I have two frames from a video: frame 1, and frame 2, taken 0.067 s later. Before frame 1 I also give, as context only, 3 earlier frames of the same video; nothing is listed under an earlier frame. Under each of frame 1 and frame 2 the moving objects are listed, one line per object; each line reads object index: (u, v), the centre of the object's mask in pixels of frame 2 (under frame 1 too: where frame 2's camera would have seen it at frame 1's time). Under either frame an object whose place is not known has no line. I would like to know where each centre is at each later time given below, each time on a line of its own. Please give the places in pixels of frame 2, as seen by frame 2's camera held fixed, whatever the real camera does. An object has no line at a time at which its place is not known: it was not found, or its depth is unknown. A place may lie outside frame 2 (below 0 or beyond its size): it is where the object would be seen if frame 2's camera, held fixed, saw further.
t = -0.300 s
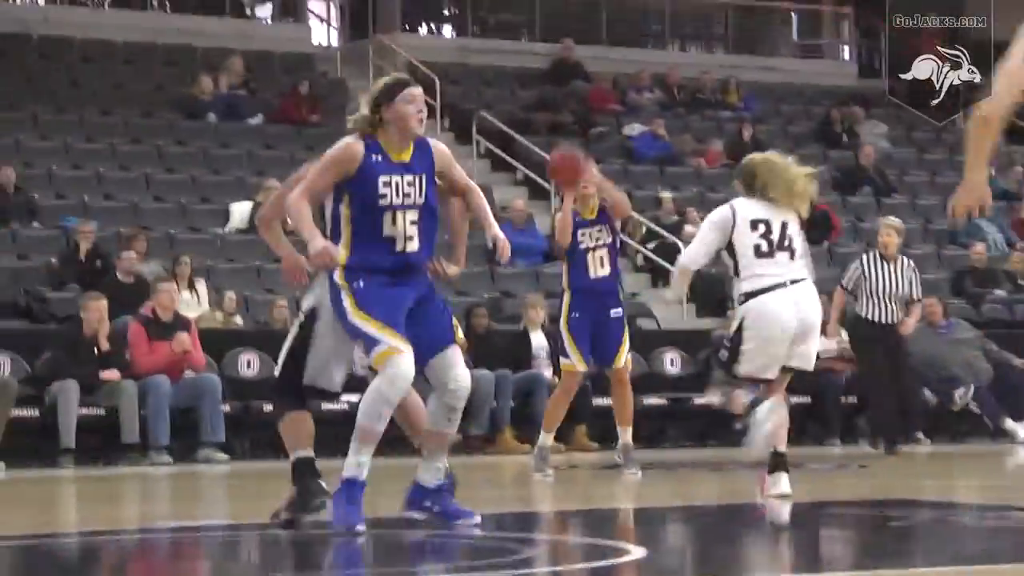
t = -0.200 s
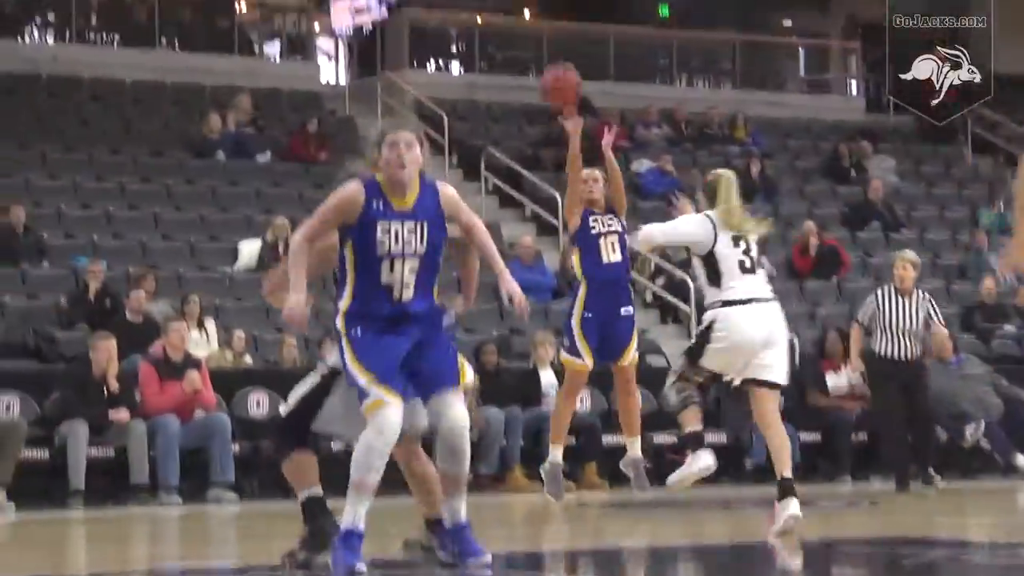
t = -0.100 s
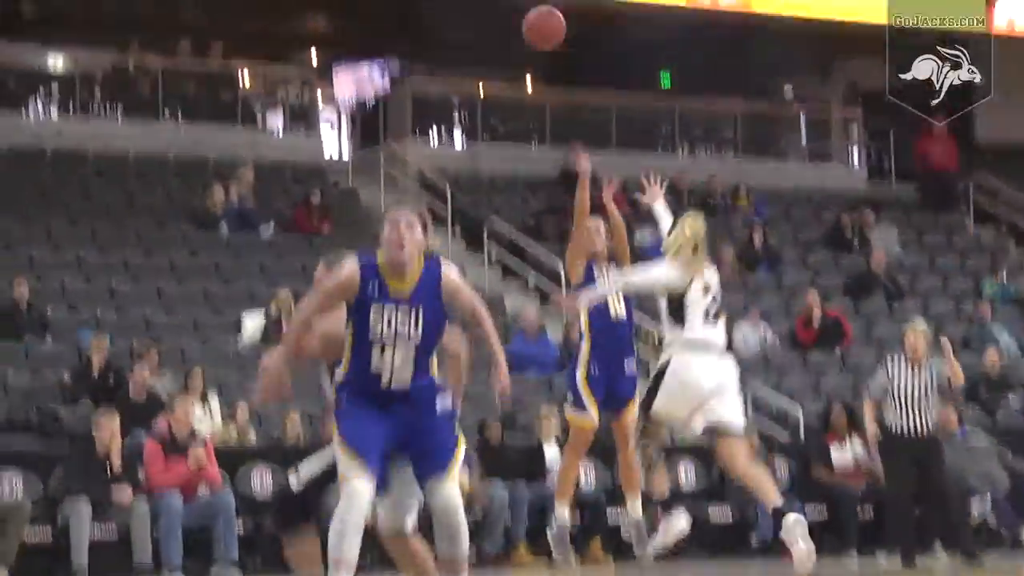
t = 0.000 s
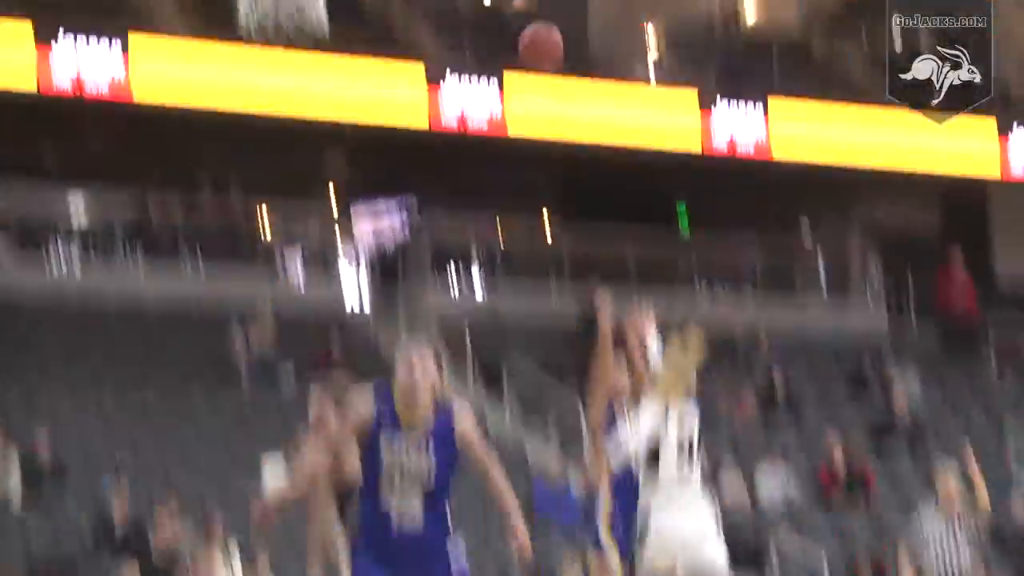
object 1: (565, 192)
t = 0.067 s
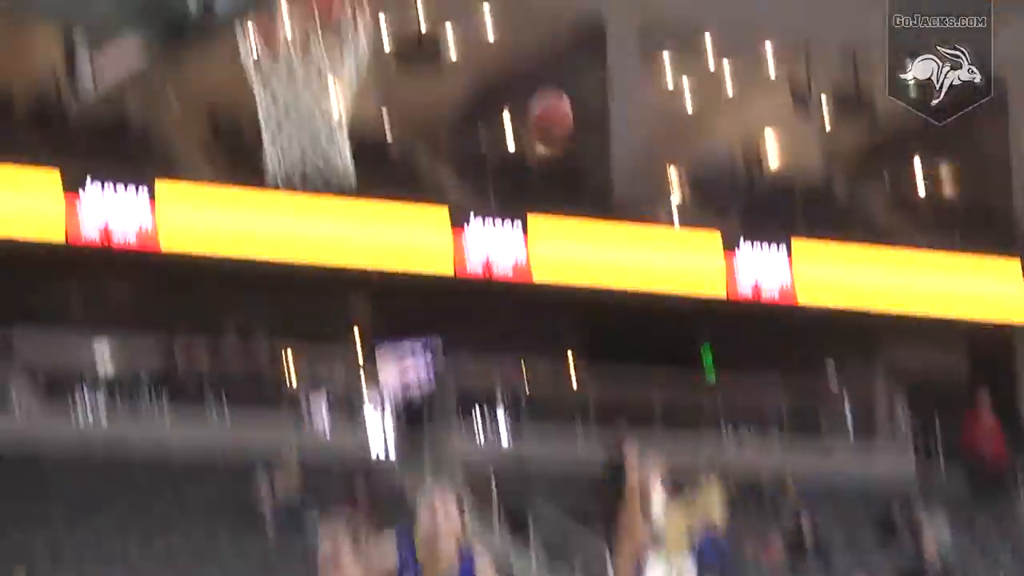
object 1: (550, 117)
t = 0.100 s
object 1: (544, 84)
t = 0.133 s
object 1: (537, 50)
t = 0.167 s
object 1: (532, 25)
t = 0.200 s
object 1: (526, 2)
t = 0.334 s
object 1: (498, -80)
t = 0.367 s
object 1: (491, -99)
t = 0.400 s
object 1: (484, -116)
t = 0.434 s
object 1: (477, -132)
